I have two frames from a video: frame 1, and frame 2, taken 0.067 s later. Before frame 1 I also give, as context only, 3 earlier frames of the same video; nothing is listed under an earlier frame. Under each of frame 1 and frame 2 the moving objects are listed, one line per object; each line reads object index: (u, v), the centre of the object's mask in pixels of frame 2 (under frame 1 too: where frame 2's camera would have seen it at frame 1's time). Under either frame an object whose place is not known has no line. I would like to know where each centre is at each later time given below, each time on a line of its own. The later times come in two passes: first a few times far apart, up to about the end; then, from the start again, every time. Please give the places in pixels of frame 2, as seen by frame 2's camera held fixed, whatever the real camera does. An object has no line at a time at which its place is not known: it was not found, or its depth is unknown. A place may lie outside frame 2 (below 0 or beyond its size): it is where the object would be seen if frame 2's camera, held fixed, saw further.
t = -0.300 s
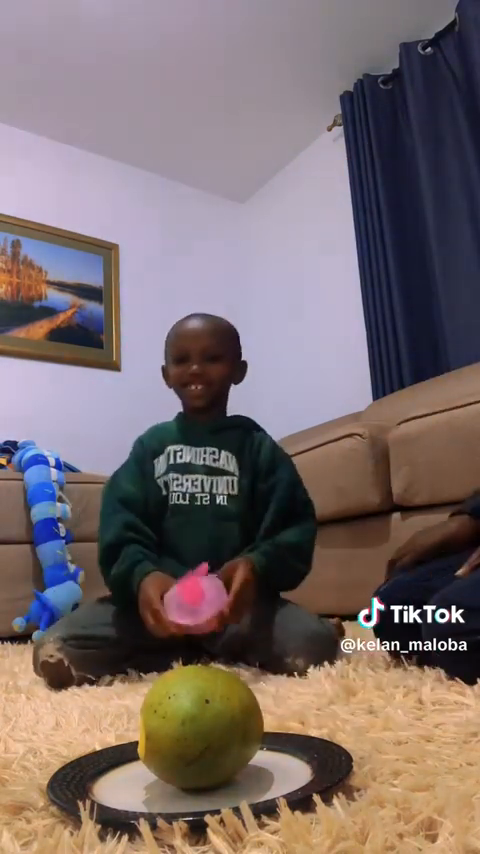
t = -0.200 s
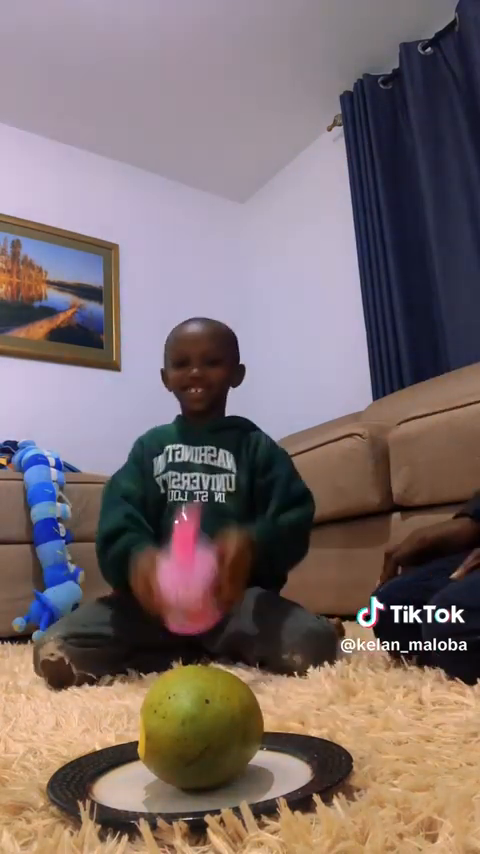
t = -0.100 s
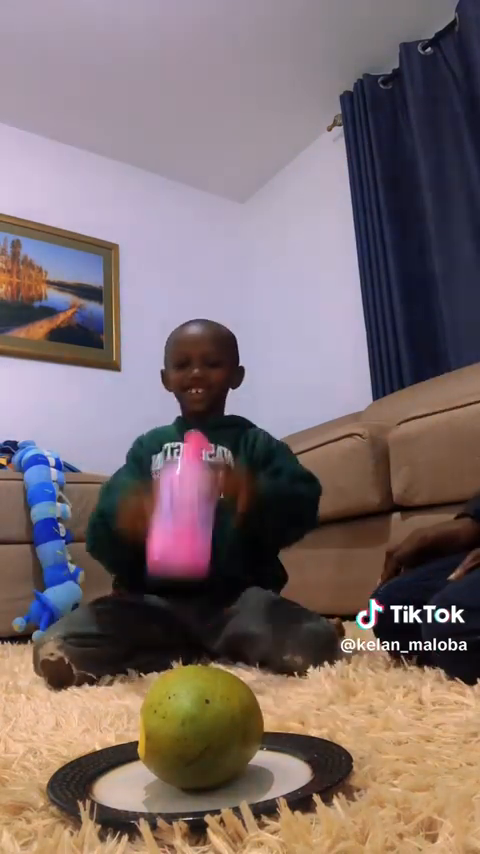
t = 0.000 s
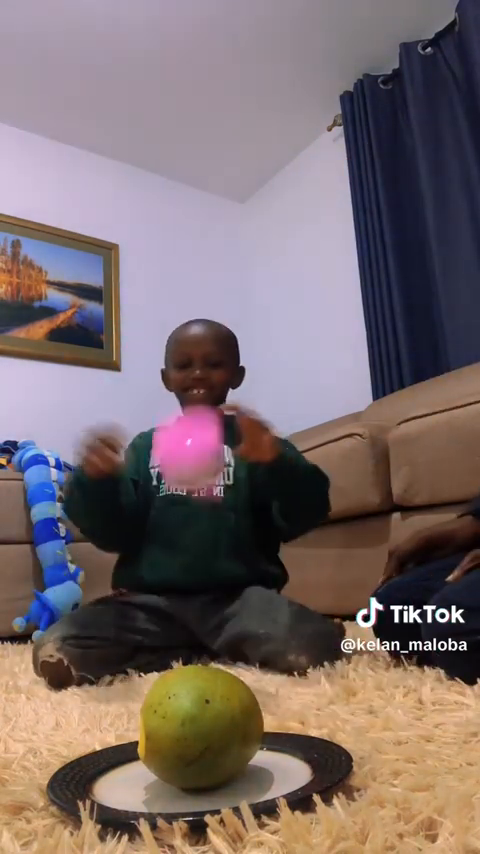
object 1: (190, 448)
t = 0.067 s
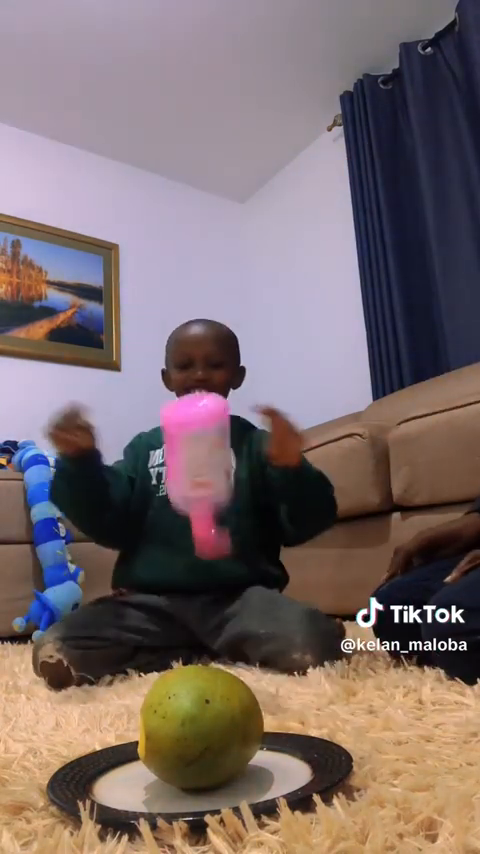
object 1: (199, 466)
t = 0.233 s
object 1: (232, 614)
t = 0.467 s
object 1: (284, 695)
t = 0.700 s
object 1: (277, 695)
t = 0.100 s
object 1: (204, 483)
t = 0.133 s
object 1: (210, 502)
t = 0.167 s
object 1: (218, 533)
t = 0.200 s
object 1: (227, 573)
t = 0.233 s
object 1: (232, 614)
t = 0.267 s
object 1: (254, 664)
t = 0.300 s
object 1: (267, 679)
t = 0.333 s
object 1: (275, 690)
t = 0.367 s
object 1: (281, 696)
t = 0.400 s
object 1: (283, 696)
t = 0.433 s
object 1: (285, 695)
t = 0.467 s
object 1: (284, 695)
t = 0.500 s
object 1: (283, 697)
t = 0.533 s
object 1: (281, 697)
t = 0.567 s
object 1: (278, 696)
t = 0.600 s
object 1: (276, 694)
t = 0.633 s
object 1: (277, 694)
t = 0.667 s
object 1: (278, 695)
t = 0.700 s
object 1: (277, 695)
